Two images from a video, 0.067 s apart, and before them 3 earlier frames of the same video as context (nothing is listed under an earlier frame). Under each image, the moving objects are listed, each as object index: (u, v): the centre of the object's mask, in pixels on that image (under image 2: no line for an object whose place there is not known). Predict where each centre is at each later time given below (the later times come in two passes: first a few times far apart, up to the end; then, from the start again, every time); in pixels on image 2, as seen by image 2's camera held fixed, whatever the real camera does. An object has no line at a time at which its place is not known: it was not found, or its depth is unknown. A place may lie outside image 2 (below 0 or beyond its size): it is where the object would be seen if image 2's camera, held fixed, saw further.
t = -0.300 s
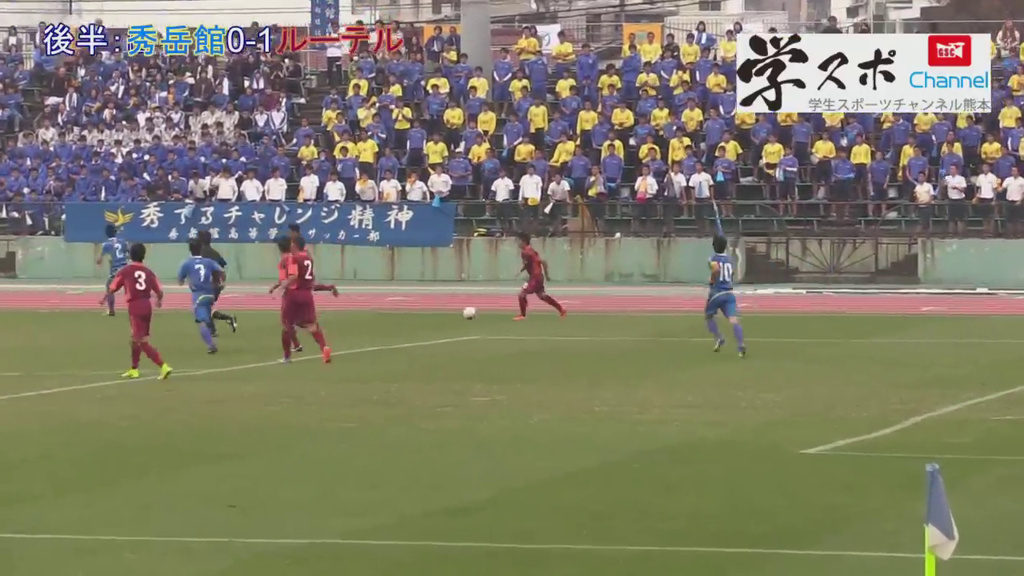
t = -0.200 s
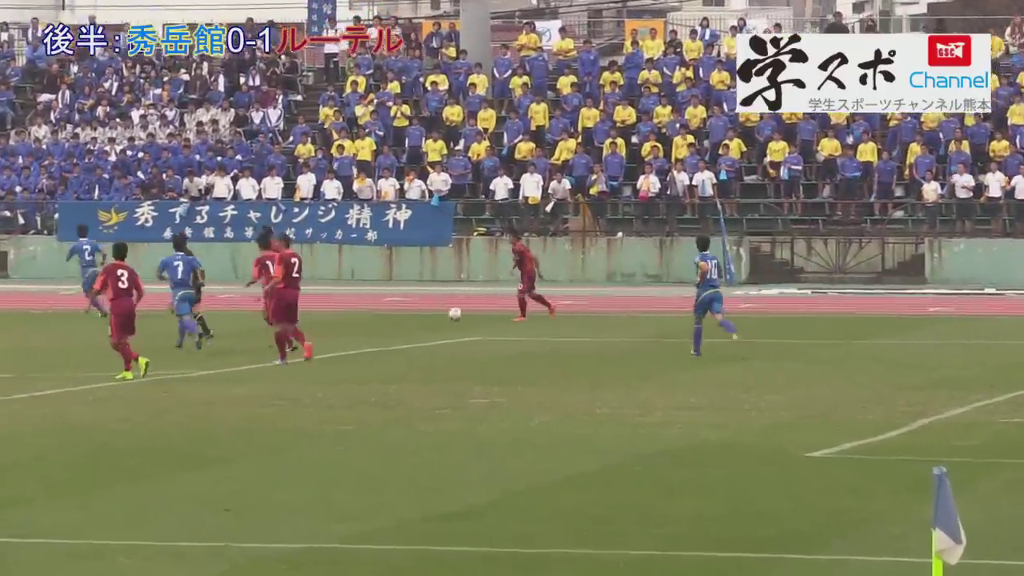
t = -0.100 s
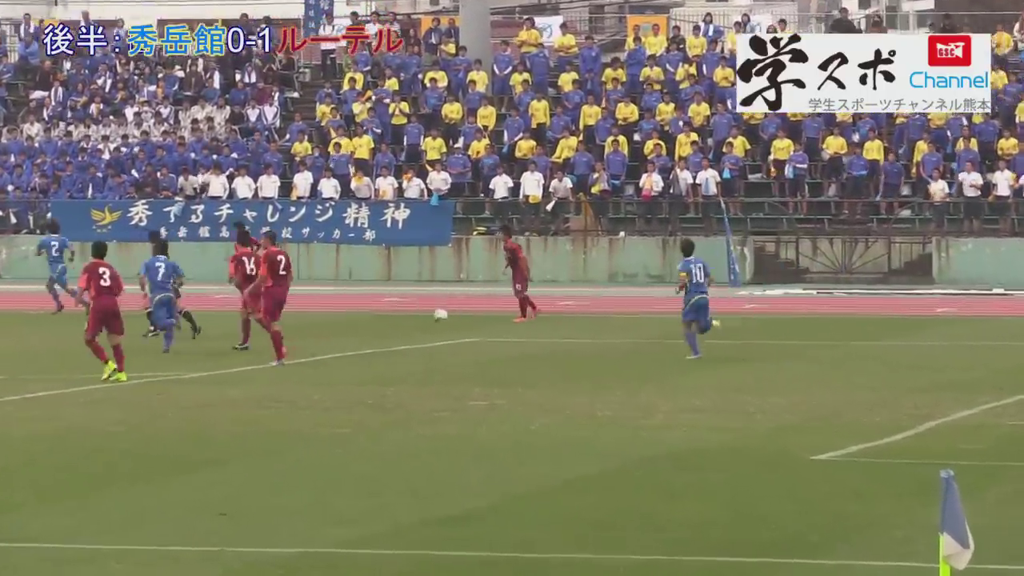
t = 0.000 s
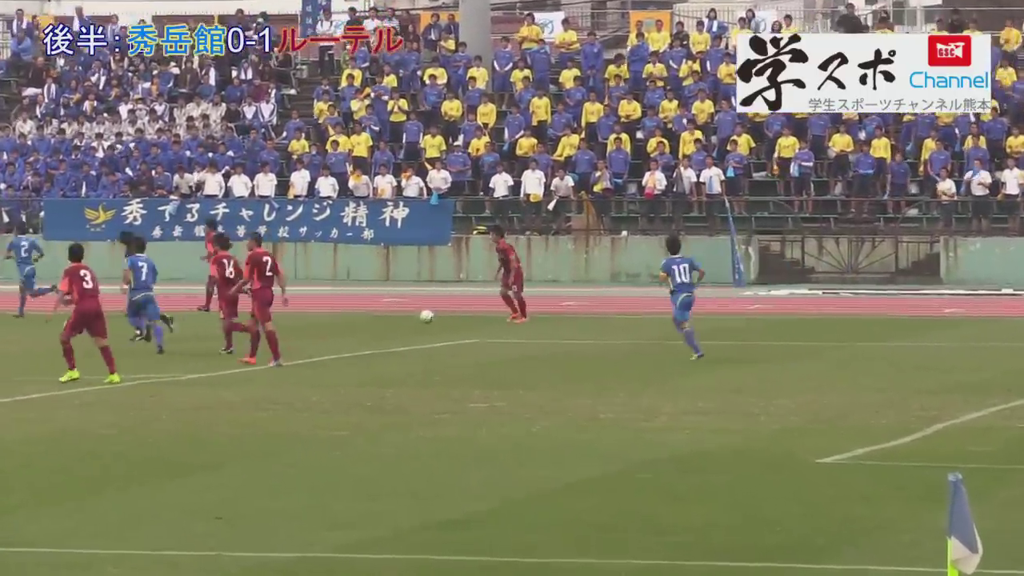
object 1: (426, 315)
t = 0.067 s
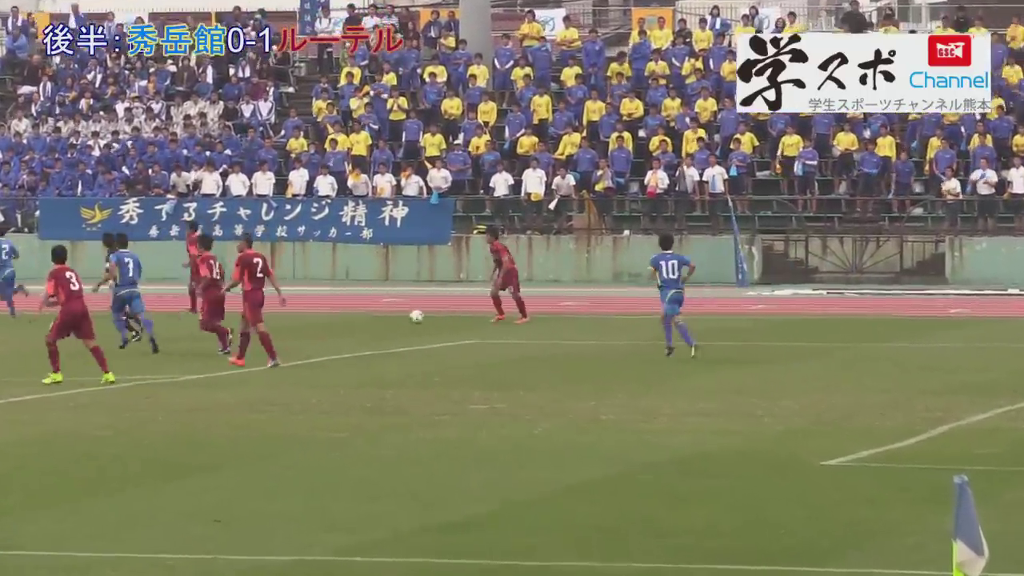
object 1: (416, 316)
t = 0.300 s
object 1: (384, 317)
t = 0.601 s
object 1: (349, 317)
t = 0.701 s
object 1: (345, 315)
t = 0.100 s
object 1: (411, 316)
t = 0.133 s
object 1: (407, 317)
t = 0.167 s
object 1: (402, 316)
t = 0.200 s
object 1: (398, 316)
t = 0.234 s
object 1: (393, 316)
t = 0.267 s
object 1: (389, 317)
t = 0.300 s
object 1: (384, 317)
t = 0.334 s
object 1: (379, 319)
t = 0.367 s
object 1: (375, 319)
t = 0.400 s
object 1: (370, 318)
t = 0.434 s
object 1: (366, 318)
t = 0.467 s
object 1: (362, 317)
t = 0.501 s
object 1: (359, 318)
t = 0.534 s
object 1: (355, 319)
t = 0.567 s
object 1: (353, 319)
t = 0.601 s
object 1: (349, 317)
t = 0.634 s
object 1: (348, 316)
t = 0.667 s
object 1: (346, 314)
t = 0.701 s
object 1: (345, 315)
